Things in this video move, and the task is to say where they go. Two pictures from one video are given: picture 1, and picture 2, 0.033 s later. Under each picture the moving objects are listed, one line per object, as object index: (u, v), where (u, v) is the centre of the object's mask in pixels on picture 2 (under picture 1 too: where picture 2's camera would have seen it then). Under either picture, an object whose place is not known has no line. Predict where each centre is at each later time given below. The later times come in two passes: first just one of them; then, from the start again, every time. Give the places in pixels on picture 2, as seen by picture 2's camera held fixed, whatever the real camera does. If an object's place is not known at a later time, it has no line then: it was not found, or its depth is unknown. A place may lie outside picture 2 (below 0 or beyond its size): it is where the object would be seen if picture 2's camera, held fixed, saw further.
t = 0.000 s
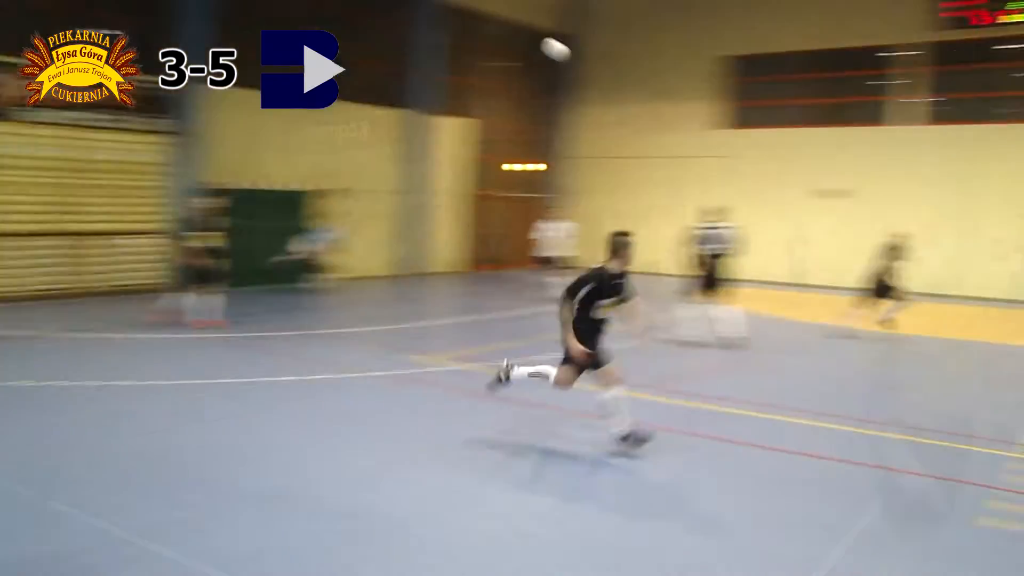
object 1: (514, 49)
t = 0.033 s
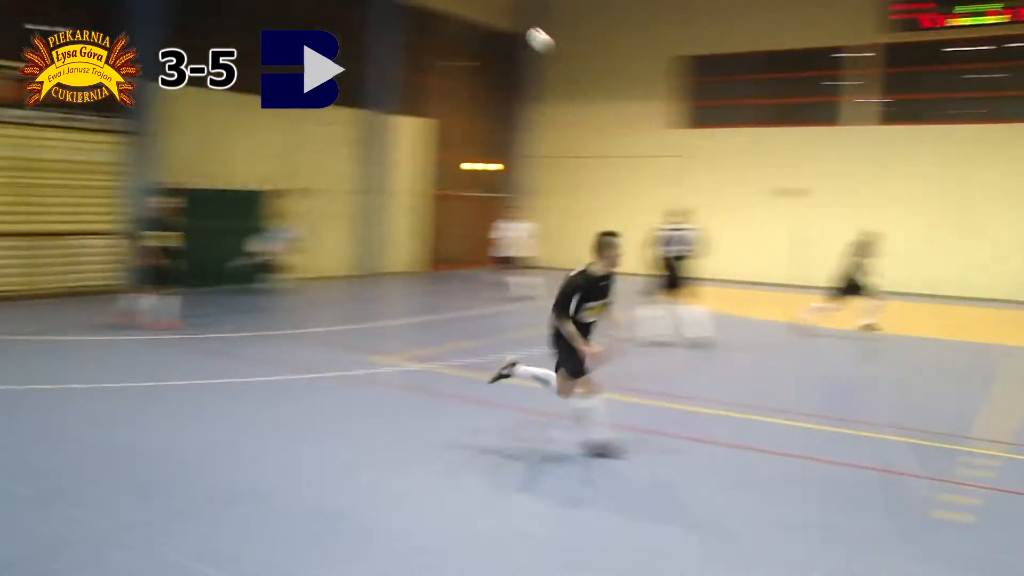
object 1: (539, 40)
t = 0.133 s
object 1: (633, 12)
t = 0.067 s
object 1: (568, 31)
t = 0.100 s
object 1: (599, 22)
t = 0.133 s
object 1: (633, 12)
